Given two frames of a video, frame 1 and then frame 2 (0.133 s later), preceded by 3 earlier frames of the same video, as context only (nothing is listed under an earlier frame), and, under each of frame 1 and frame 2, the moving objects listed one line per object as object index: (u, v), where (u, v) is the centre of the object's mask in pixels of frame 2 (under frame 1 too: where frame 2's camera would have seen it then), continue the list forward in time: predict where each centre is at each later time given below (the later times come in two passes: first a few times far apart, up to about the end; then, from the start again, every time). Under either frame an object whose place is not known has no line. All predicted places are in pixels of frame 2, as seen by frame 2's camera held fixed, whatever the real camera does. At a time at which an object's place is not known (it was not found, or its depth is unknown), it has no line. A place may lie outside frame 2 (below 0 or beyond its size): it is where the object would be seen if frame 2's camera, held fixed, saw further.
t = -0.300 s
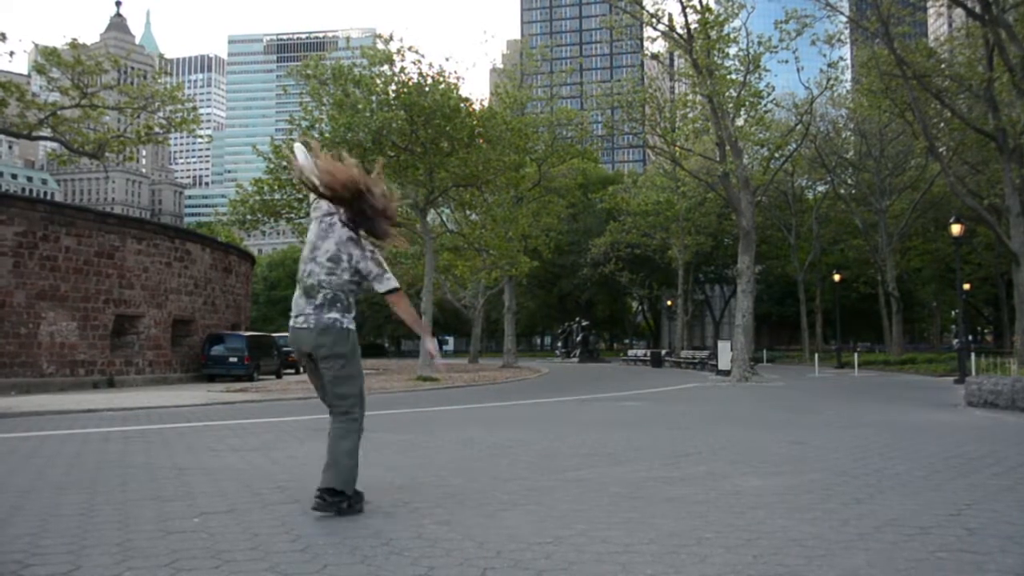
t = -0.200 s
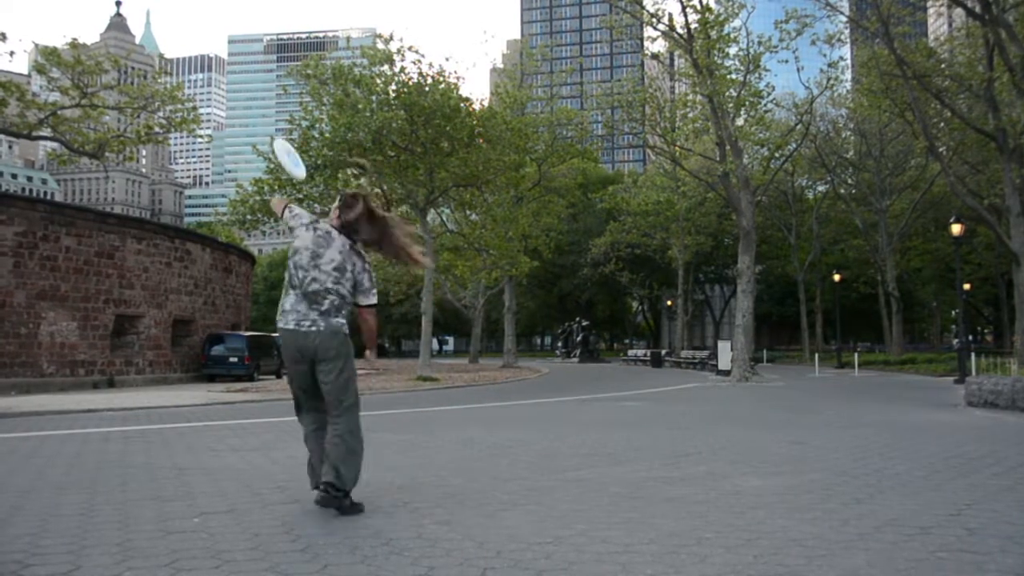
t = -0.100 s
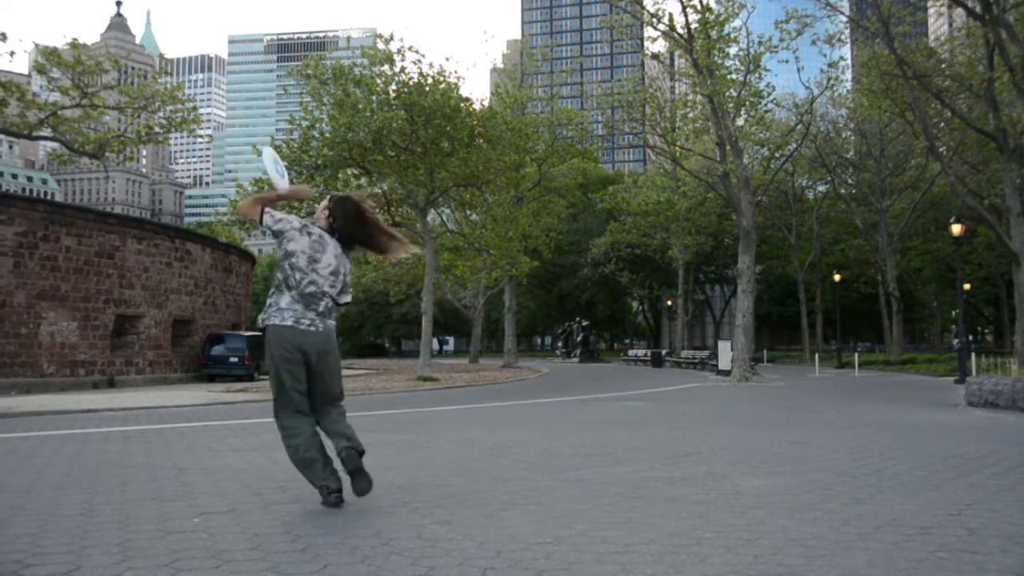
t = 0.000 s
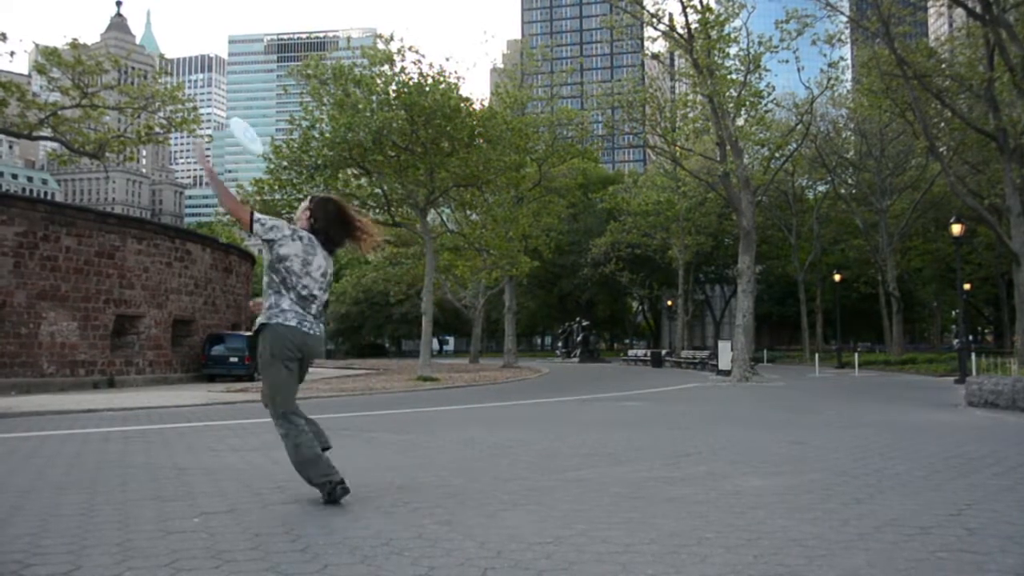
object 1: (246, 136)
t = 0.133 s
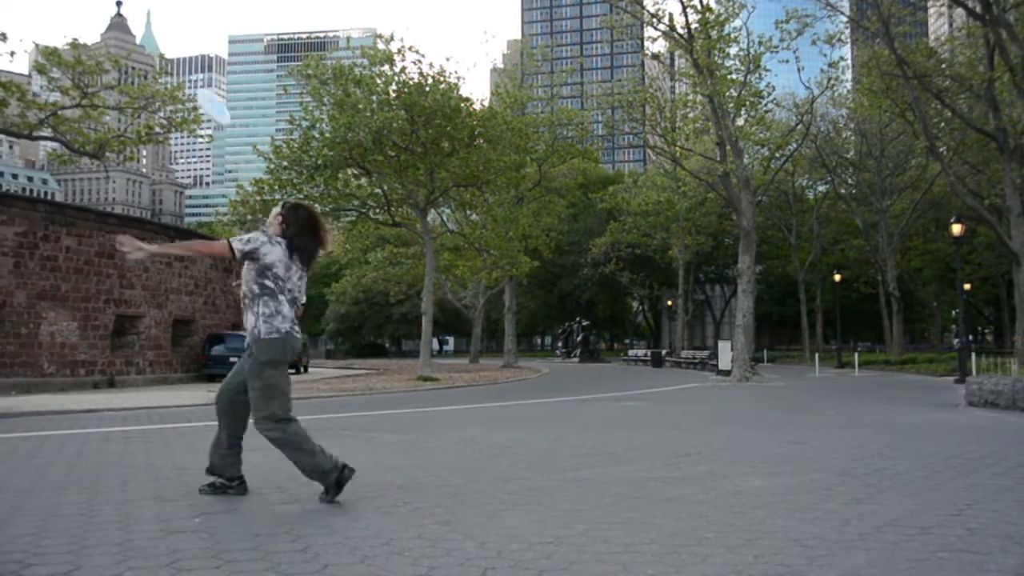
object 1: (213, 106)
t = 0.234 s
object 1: (195, 101)
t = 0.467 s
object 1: (165, 136)
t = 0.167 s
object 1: (206, 103)
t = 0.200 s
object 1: (201, 101)
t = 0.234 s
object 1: (195, 101)
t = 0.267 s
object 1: (189, 101)
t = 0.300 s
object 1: (184, 103)
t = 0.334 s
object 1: (180, 108)
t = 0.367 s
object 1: (176, 113)
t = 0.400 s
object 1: (172, 119)
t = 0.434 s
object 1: (168, 127)
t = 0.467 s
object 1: (165, 136)
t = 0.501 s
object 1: (162, 147)
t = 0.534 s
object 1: (160, 160)
